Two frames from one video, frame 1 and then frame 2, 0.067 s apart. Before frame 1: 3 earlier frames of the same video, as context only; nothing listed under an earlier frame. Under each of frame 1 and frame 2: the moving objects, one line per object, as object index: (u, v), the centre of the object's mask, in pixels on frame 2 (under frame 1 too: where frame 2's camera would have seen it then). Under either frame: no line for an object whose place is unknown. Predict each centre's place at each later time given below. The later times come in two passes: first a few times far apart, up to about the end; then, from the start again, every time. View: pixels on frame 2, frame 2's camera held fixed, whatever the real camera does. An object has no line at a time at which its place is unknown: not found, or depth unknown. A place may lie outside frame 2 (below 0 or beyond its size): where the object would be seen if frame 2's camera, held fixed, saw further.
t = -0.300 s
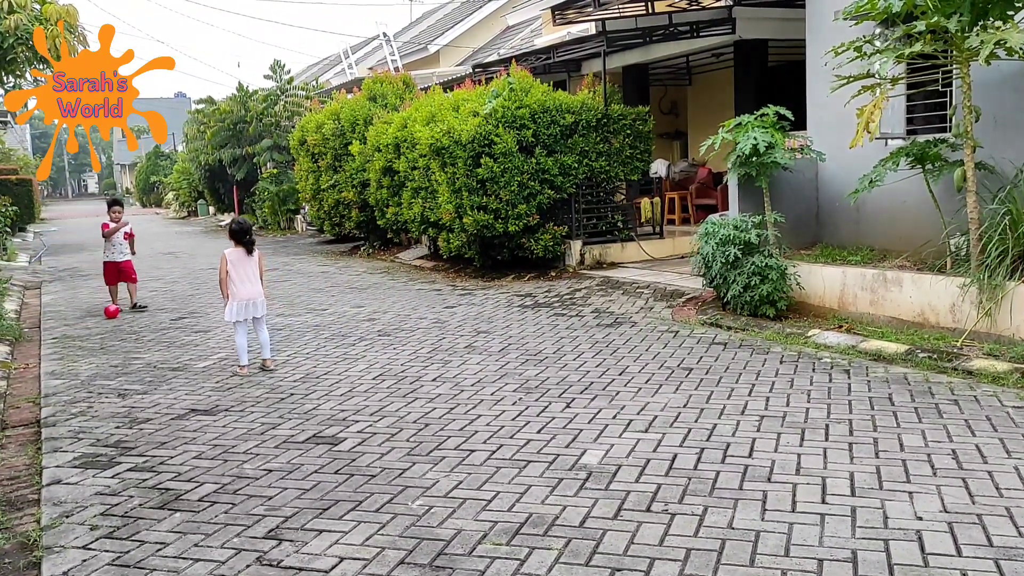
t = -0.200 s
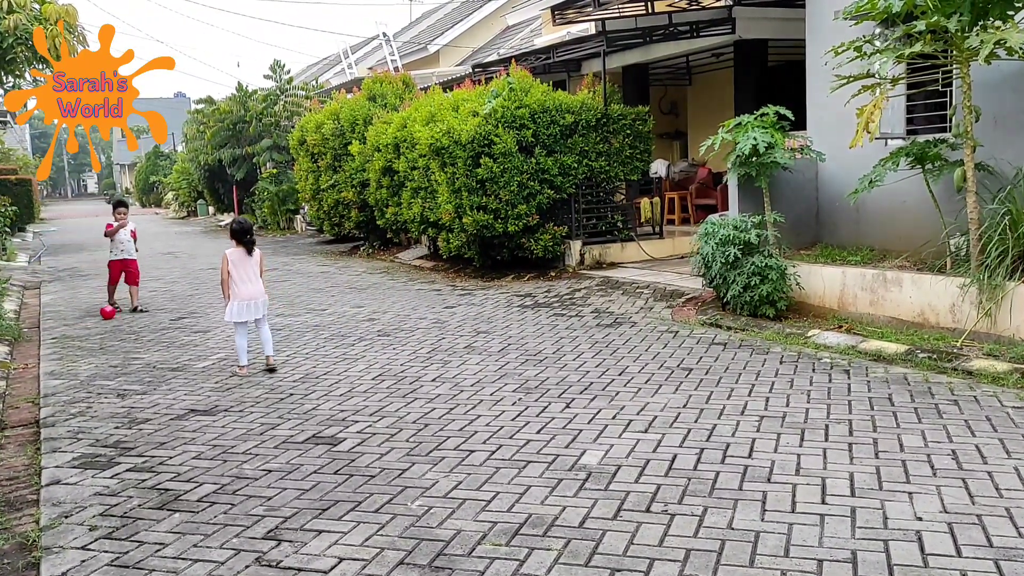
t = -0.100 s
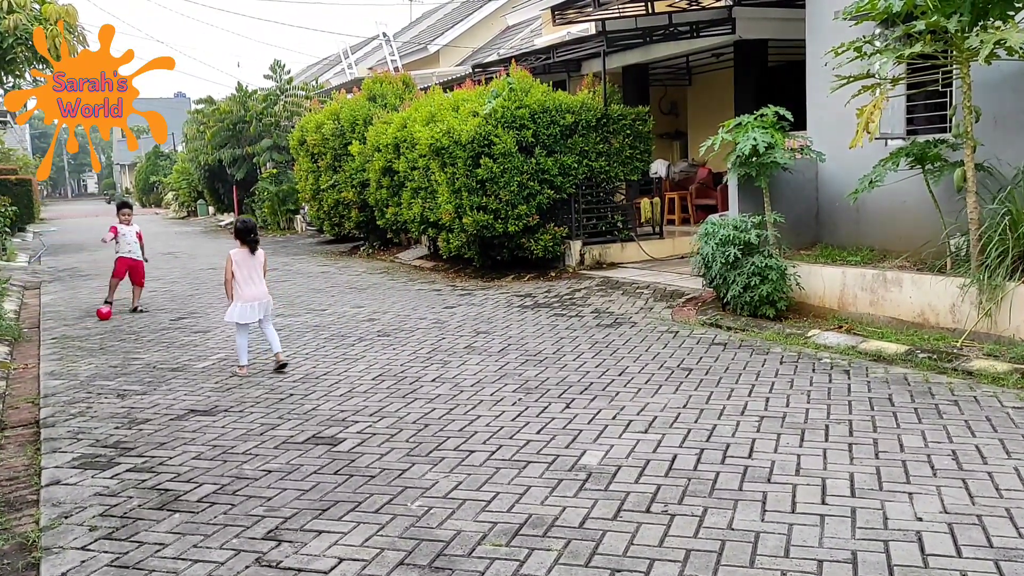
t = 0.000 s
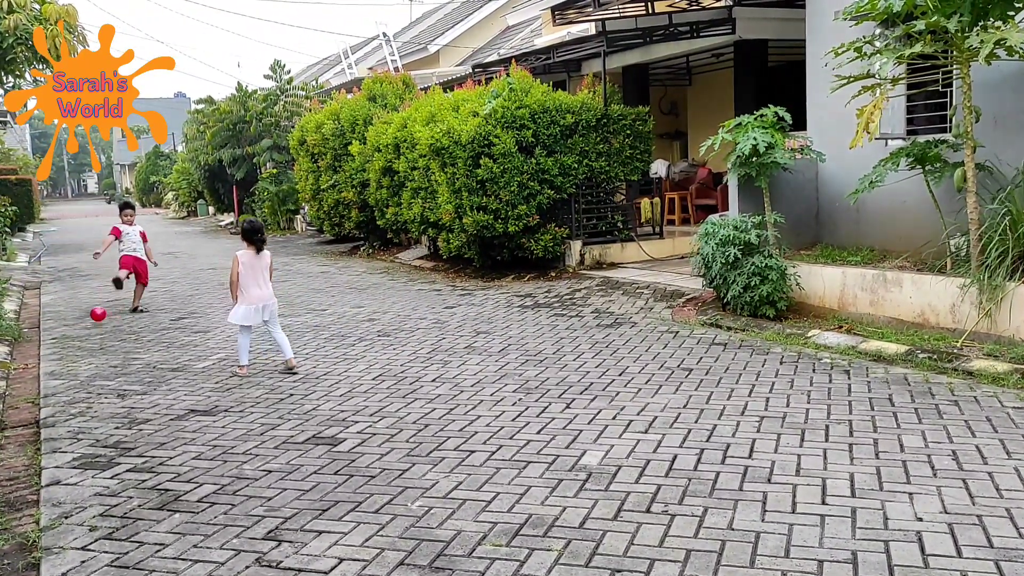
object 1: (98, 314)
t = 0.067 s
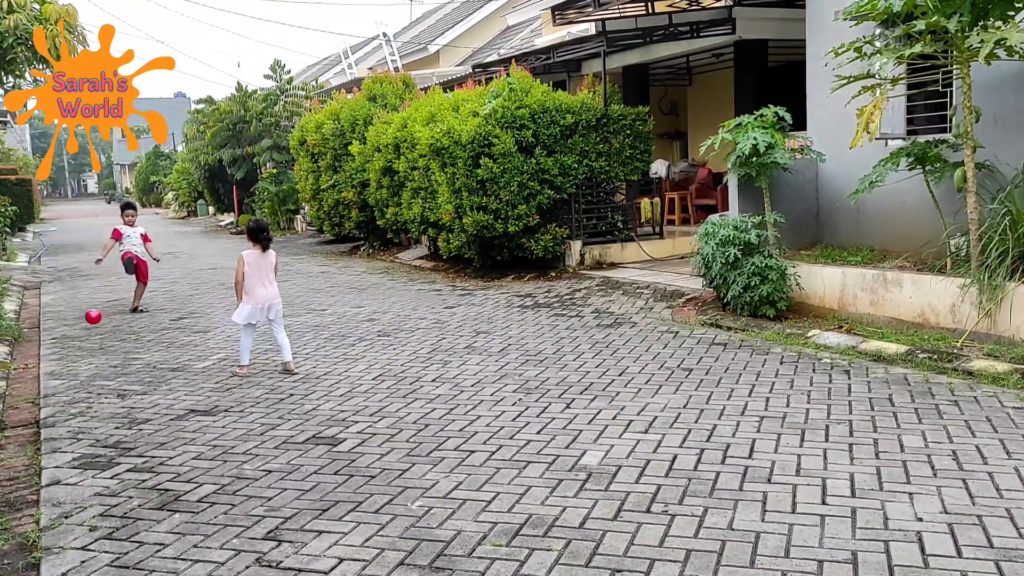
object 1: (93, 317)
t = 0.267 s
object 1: (76, 337)
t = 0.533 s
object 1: (51, 357)
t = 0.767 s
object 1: (19, 382)
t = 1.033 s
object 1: (-13, 392)
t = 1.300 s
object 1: (-17, 403)
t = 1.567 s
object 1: (9, 422)
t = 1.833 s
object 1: (44, 435)
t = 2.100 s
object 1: (65, 445)
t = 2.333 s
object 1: (82, 453)
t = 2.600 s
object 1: (95, 463)
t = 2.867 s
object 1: (108, 471)
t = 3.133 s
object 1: (114, 477)
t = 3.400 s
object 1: (122, 484)
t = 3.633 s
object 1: (133, 492)
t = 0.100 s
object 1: (91, 319)
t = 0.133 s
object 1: (89, 324)
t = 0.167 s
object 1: (87, 330)
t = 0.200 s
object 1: (84, 330)
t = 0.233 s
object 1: (80, 332)
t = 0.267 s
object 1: (76, 337)
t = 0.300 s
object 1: (73, 340)
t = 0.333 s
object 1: (70, 343)
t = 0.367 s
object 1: (67, 345)
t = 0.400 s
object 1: (64, 345)
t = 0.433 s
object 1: (62, 345)
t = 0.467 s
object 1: (58, 349)
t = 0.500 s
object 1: (55, 356)
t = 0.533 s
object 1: (51, 357)
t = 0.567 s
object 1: (48, 356)
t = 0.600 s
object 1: (43, 359)
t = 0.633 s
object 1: (39, 366)
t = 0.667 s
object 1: (34, 370)
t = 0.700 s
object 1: (30, 371)
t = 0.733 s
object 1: (24, 374)
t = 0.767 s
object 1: (19, 382)
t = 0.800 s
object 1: (14, 384)
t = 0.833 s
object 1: (10, 382)
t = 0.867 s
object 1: (6, 381)
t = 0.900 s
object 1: (1, 381)
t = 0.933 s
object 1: (-3, 384)
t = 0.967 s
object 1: (-8, 391)
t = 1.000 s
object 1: (-11, 393)
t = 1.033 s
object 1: (-13, 392)
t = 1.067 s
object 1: (-15, 391)
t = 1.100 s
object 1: (-16, 392)
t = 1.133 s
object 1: (-18, 396)
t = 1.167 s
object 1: (-20, 402)
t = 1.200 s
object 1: (-21, 405)
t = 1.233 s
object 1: (-20, 404)
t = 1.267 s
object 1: (-19, 403)
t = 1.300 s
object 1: (-17, 403)
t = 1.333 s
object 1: (-16, 405)
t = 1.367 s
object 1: (-13, 409)
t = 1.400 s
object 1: (-12, 416)
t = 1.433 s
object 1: (-10, 422)
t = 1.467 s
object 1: (-5, 420)
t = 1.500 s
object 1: (-1, 420)
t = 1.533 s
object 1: (4, 420)
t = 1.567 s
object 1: (9, 422)
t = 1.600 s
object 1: (14, 425)
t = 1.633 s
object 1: (20, 429)
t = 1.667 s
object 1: (25, 435)
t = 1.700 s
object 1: (29, 434)
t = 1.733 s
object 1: (34, 433)
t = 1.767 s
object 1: (38, 435)
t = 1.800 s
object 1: (41, 435)
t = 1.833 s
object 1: (44, 435)
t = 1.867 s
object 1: (47, 437)
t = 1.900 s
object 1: (50, 438)
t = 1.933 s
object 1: (52, 439)
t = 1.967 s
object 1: (54, 441)
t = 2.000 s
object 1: (57, 441)
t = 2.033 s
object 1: (59, 443)
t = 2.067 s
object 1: (62, 444)
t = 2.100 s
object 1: (65, 445)
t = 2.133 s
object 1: (68, 447)
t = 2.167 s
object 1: (70, 448)
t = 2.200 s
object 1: (73, 450)
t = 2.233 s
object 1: (75, 451)
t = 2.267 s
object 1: (78, 452)
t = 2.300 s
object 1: (80, 452)
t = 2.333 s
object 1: (82, 453)
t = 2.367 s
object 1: (84, 455)
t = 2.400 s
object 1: (85, 456)
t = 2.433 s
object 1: (87, 457)
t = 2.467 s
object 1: (88, 457)
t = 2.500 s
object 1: (90, 459)
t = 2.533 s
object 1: (91, 460)
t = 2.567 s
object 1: (93, 461)
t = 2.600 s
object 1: (95, 463)
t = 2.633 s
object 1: (97, 464)
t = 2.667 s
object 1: (98, 466)
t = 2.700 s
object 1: (100, 466)
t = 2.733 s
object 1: (102, 468)
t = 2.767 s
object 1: (103, 469)
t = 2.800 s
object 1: (105, 470)
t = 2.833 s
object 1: (106, 471)
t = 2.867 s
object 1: (108, 471)
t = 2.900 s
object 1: (109, 472)
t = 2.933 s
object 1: (110, 473)
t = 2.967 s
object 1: (111, 474)
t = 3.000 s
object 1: (112, 474)
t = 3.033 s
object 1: (112, 475)
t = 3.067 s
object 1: (113, 476)
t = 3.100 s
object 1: (114, 477)
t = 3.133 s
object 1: (114, 477)
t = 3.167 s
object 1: (115, 478)
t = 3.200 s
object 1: (116, 479)
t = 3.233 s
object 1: (117, 480)
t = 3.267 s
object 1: (117, 481)
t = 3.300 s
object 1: (118, 481)
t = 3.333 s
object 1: (119, 482)
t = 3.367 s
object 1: (121, 483)
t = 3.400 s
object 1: (122, 484)
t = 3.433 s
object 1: (124, 485)
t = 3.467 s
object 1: (126, 486)
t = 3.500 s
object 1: (127, 487)
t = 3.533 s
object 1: (128, 488)
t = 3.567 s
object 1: (130, 489)
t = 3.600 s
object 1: (131, 491)
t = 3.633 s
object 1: (133, 492)
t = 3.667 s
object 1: (134, 493)
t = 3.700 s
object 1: (134, 493)
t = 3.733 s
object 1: (135, 494)
